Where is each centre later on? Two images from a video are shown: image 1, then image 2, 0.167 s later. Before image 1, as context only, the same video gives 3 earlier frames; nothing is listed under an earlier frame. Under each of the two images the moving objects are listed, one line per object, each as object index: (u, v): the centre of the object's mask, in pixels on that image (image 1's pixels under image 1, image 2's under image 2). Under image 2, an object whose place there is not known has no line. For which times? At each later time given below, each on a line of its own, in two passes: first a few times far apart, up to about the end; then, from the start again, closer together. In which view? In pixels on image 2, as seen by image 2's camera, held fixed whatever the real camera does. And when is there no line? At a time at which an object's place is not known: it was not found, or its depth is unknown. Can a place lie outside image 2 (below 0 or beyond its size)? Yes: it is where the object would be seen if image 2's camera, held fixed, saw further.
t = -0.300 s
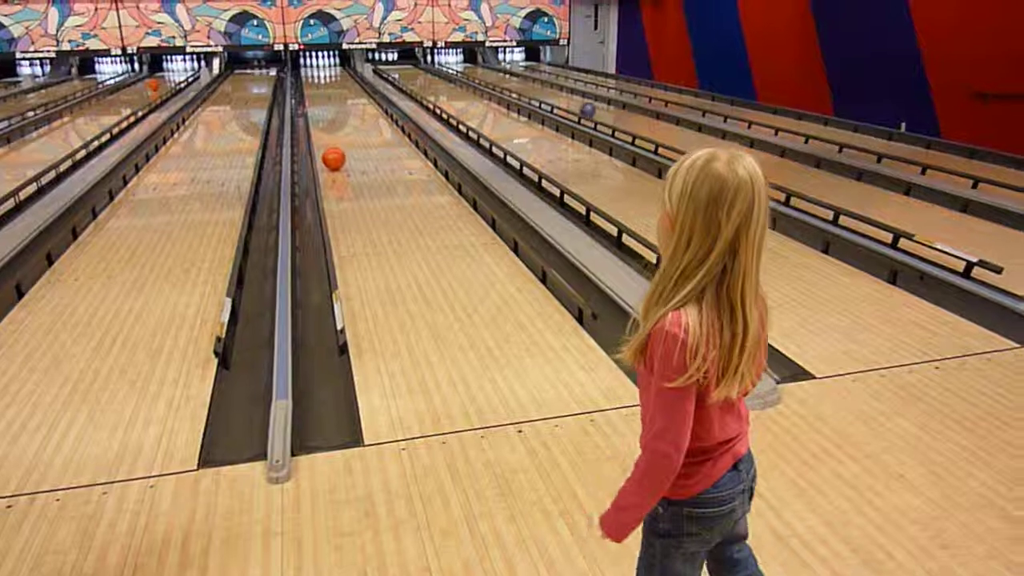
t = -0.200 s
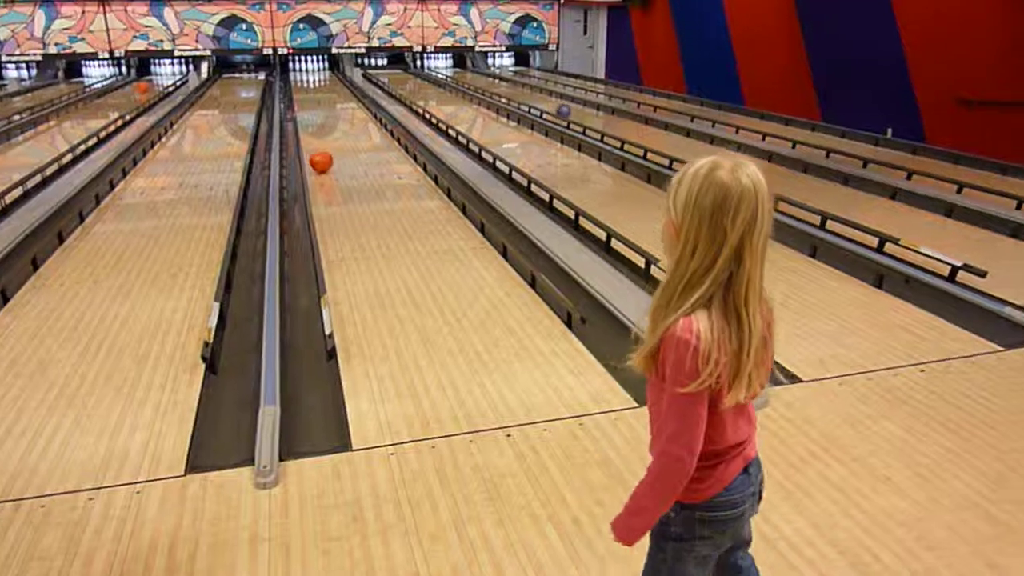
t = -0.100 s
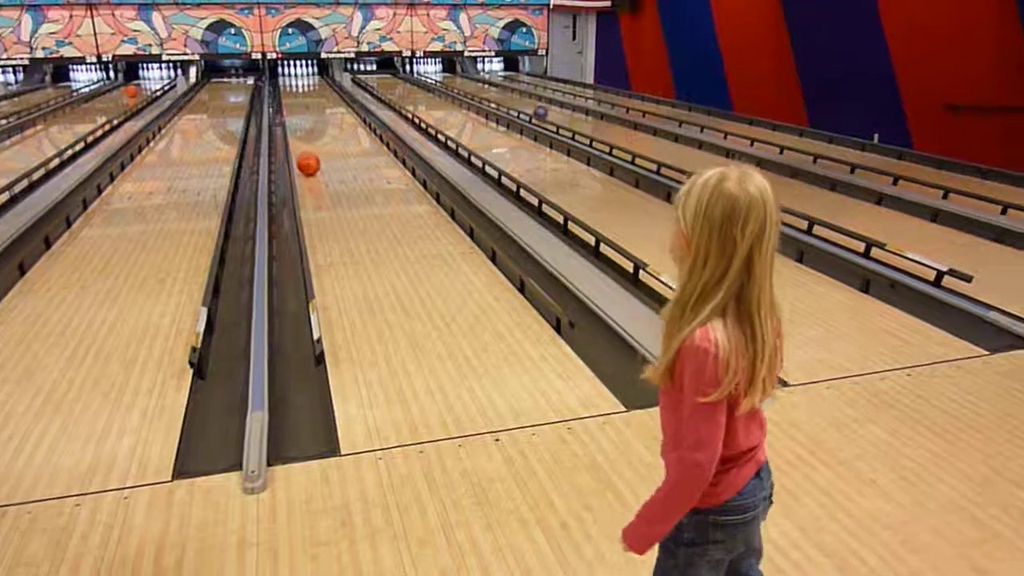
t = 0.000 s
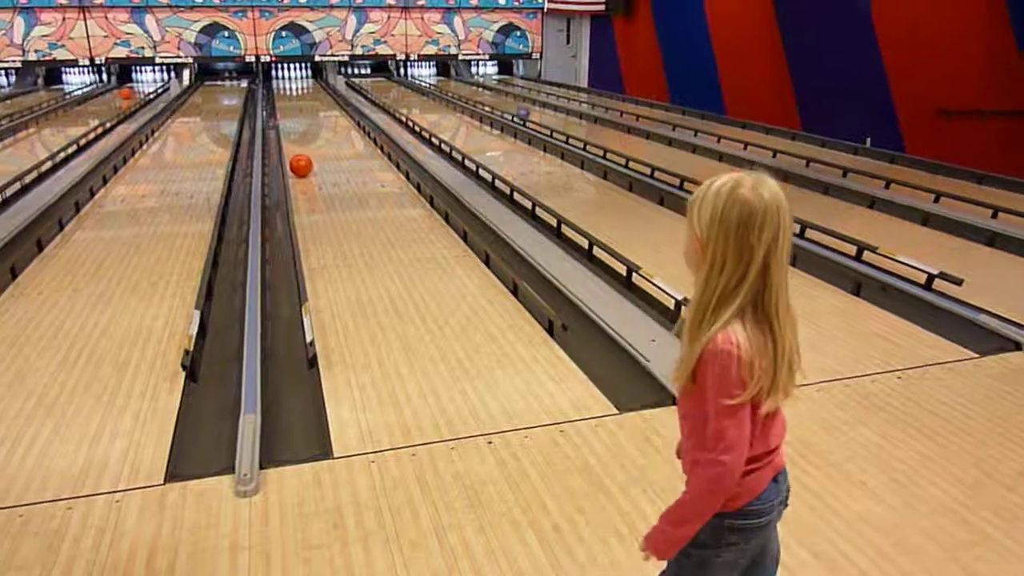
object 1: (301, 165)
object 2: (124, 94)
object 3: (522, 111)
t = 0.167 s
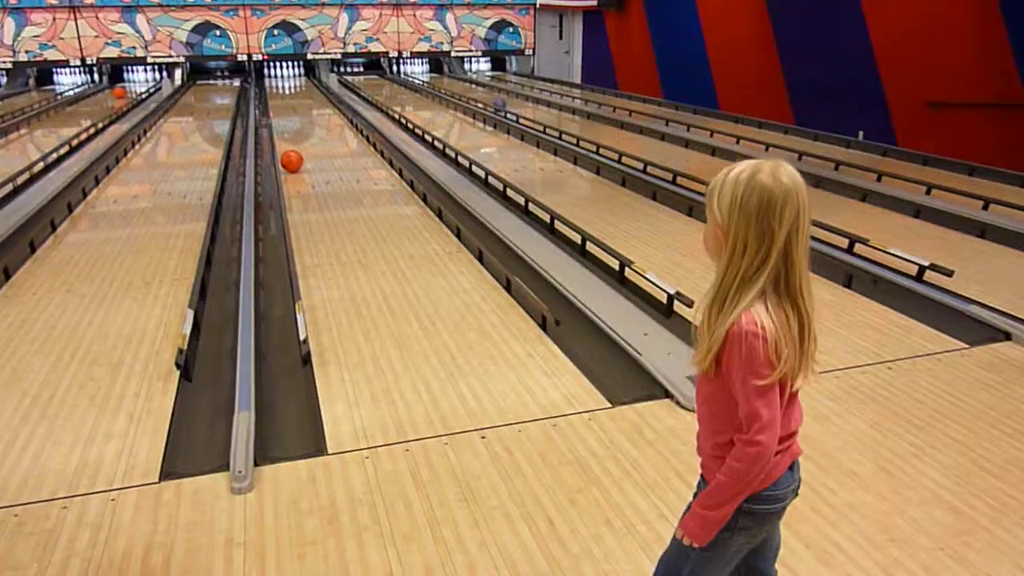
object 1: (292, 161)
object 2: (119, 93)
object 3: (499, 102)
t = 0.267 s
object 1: (291, 159)
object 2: (120, 93)
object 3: (493, 100)
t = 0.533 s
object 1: (288, 155)
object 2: (122, 91)
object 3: (478, 95)
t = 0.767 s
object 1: (288, 151)
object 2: (124, 90)
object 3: (468, 90)
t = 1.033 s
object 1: (289, 148)
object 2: (127, 87)
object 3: (456, 86)
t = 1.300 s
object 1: (289, 145)
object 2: (129, 87)
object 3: (447, 83)
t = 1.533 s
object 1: (289, 142)
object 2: (130, 86)
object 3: (439, 80)
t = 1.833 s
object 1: (290, 139)
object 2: (132, 85)
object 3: (433, 78)
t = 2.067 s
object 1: (290, 136)
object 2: (134, 83)
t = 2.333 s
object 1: (289, 133)
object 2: (136, 82)
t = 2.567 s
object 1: (289, 130)
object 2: (137, 81)
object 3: (416, 72)
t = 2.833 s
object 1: (290, 128)
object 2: (138, 80)
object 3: (410, 72)
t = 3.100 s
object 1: (290, 126)
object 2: (140, 80)
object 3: (406, 70)
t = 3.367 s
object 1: (290, 124)
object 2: (140, 79)
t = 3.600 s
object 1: (290, 122)
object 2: (141, 78)
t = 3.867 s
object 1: (290, 120)
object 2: (141, 78)
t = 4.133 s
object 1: (290, 117)
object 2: (141, 77)
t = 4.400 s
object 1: (289, 116)
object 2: (142, 77)
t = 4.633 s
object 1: (289, 114)
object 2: (142, 77)
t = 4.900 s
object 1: (289, 113)
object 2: (142, 77)
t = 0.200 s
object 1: (291, 160)
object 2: (119, 93)
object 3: (498, 102)
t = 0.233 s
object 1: (291, 160)
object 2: (119, 93)
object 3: (496, 101)
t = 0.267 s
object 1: (291, 159)
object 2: (120, 93)
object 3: (493, 100)
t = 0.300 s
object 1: (290, 159)
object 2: (120, 93)
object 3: (490, 100)
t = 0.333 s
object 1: (289, 158)
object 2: (120, 92)
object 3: (489, 100)
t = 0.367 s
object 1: (289, 158)
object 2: (120, 92)
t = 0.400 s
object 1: (288, 157)
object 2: (121, 92)
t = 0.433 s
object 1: (288, 157)
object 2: (121, 91)
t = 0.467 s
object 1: (288, 156)
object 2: (122, 91)
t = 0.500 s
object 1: (288, 156)
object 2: (122, 91)
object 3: (479, 95)
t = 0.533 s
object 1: (288, 155)
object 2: (122, 91)
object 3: (478, 95)
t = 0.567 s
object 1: (288, 154)
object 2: (122, 91)
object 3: (476, 93)
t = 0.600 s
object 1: (288, 154)
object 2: (122, 91)
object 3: (476, 93)
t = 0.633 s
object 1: (288, 153)
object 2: (122, 91)
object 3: (474, 92)
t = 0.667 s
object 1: (288, 153)
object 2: (124, 90)
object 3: (471, 91)
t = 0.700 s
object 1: (288, 152)
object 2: (124, 90)
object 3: (470, 91)
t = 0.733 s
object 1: (288, 152)
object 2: (124, 90)
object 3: (469, 90)
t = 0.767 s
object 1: (288, 151)
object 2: (124, 90)
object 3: (468, 90)
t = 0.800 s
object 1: (288, 150)
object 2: (124, 90)
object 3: (465, 89)
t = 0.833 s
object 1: (289, 151)
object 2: (126, 89)
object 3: (464, 89)
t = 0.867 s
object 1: (289, 150)
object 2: (125, 89)
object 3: (463, 89)
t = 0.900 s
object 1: (289, 150)
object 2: (127, 88)
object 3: (461, 89)
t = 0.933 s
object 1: (289, 150)
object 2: (127, 88)
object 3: (460, 89)
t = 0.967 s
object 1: (289, 149)
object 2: (127, 88)
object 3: (459, 88)
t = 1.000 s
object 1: (289, 148)
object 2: (127, 87)
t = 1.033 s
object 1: (289, 148)
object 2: (127, 87)
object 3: (456, 86)
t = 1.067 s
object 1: (289, 148)
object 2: (128, 88)
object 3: (455, 86)
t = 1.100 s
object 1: (289, 148)
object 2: (128, 87)
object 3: (454, 85)
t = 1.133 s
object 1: (289, 147)
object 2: (128, 87)
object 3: (453, 85)
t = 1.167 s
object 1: (289, 147)
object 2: (128, 87)
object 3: (450, 85)
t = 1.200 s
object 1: (289, 146)
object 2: (128, 87)
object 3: (450, 85)
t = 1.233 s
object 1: (289, 145)
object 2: (129, 87)
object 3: (449, 85)
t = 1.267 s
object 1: (289, 145)
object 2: (129, 87)
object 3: (448, 83)
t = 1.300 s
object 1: (289, 145)
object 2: (129, 87)
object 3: (447, 83)
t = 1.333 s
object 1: (289, 144)
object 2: (129, 87)
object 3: (446, 83)
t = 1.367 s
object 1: (289, 144)
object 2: (129, 87)
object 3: (446, 83)
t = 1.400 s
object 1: (289, 143)
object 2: (129, 87)
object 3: (445, 82)
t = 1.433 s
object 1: (289, 143)
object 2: (129, 86)
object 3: (444, 81)
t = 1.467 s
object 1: (289, 142)
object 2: (130, 86)
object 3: (442, 81)
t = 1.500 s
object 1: (289, 142)
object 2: (130, 86)
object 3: (441, 80)
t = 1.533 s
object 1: (289, 142)
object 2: (130, 86)
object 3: (439, 80)
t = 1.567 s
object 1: (289, 141)
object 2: (130, 86)
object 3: (438, 80)
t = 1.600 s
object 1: (289, 141)
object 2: (130, 86)
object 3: (438, 80)
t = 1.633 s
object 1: (290, 140)
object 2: (130, 85)
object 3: (437, 80)
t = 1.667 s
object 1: (290, 140)
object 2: (131, 85)
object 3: (437, 80)
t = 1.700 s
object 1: (289, 140)
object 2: (131, 85)
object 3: (434, 79)
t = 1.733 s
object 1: (289, 139)
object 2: (132, 85)
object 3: (433, 79)
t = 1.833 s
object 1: (290, 139)
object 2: (132, 85)
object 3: (433, 78)
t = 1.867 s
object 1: (289, 138)
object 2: (132, 84)
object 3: (432, 79)
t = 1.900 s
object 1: (289, 137)
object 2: (133, 84)
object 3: (431, 78)
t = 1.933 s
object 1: (289, 137)
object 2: (133, 84)
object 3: (431, 79)
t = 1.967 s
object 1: (289, 137)
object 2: (133, 84)
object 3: (430, 78)
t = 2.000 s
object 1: (289, 136)
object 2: (133, 84)
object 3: (427, 78)
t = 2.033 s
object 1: (289, 136)
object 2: (133, 83)
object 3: (426, 78)
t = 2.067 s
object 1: (290, 136)
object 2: (134, 83)
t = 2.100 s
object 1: (289, 135)
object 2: (134, 83)
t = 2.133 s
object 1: (289, 135)
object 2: (135, 83)
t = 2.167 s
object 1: (289, 135)
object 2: (135, 83)
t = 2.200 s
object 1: (289, 135)
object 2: (136, 83)
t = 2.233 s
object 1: (289, 134)
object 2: (136, 82)
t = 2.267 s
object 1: (289, 134)
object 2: (136, 82)
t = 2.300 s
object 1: (289, 133)
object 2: (136, 82)
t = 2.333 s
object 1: (289, 133)
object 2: (136, 82)
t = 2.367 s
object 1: (289, 133)
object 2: (136, 82)
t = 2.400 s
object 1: (289, 133)
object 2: (137, 81)
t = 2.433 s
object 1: (289, 132)
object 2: (137, 81)
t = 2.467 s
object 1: (289, 132)
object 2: (137, 81)
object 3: (418, 72)
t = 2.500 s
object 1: (289, 132)
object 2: (137, 81)
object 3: (418, 72)
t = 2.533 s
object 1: (289, 131)
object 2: (137, 81)
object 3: (417, 72)
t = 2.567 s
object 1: (289, 130)
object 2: (137, 81)
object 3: (416, 72)
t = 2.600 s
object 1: (290, 131)
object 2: (138, 81)
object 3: (415, 72)
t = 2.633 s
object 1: (290, 130)
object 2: (138, 81)
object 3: (415, 73)
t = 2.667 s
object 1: (290, 130)
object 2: (138, 81)
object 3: (415, 73)
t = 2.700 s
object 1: (290, 130)
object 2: (138, 81)
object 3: (414, 72)
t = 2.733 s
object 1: (290, 130)
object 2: (138, 81)
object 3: (413, 72)
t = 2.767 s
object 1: (290, 129)
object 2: (138, 81)
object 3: (412, 72)
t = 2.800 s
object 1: (290, 129)
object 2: (138, 81)
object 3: (410, 73)
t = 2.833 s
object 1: (290, 128)
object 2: (138, 80)
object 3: (410, 72)
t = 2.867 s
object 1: (290, 128)
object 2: (139, 81)
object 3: (409, 71)
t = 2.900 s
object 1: (290, 128)
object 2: (139, 80)
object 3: (408, 71)
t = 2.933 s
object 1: (290, 127)
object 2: (139, 81)
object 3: (408, 71)
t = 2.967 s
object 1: (290, 127)
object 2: (139, 81)
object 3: (410, 71)
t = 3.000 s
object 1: (290, 127)
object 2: (139, 81)
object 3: (408, 71)
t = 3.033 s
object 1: (290, 126)
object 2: (139, 80)
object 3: (407, 70)
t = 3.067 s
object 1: (290, 126)
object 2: (140, 80)
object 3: (406, 70)
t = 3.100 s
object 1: (290, 126)
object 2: (140, 80)
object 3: (406, 70)
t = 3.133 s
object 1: (290, 126)
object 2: (140, 80)
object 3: (406, 69)
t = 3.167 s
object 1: (290, 126)
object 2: (140, 80)
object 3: (405, 69)
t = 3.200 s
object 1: (290, 125)
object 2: (140, 80)
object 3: (406, 70)
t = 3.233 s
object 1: (290, 125)
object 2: (140, 80)
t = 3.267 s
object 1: (290, 125)
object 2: (140, 79)
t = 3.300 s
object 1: (290, 124)
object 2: (140, 79)
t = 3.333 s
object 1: (290, 124)
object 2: (140, 80)
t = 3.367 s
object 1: (290, 124)
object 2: (140, 79)
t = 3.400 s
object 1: (290, 123)
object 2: (140, 79)
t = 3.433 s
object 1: (290, 123)
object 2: (140, 79)
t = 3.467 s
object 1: (290, 123)
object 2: (140, 79)
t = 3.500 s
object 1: (290, 122)
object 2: (140, 79)
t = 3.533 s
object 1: (290, 123)
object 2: (140, 79)
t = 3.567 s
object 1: (290, 122)
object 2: (140, 79)
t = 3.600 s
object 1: (290, 122)
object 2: (141, 78)
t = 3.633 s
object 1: (290, 122)
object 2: (140, 78)
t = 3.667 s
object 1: (290, 121)
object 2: (141, 78)
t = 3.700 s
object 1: (290, 121)
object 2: (141, 78)
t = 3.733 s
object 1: (290, 121)
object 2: (141, 78)
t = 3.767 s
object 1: (290, 121)
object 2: (141, 78)
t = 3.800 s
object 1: (290, 121)
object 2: (141, 78)
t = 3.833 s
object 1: (290, 120)
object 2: (141, 78)
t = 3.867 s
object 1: (290, 120)
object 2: (141, 78)
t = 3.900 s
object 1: (290, 120)
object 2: (141, 78)
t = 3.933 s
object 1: (290, 120)
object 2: (141, 78)
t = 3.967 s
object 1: (290, 119)
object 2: (141, 78)
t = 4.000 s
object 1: (290, 119)
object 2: (141, 78)
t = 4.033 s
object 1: (290, 119)
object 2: (141, 77)
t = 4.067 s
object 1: (290, 119)
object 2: (141, 78)
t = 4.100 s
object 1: (290, 118)
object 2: (141, 78)
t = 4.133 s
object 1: (290, 117)
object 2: (141, 77)
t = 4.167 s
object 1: (289, 117)
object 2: (141, 77)
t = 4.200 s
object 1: (289, 117)
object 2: (141, 77)
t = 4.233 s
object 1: (290, 117)
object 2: (141, 77)
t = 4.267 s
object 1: (290, 117)
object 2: (141, 77)
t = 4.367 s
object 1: (289, 116)
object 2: (142, 77)
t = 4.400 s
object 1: (289, 116)
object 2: (142, 77)
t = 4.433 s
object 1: (289, 115)
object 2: (142, 77)
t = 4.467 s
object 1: (289, 115)
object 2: (142, 77)
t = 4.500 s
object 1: (289, 114)
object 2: (142, 77)
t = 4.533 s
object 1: (289, 114)
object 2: (142, 77)
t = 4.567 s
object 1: (289, 114)
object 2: (142, 77)
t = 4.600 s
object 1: (289, 114)
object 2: (142, 77)
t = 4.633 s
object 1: (289, 114)
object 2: (142, 77)
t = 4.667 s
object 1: (289, 113)
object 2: (142, 77)
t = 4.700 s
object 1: (289, 113)
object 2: (142, 77)
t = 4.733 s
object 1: (289, 113)
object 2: (142, 77)
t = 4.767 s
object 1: (289, 113)
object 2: (142, 77)
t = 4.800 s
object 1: (289, 113)
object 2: (142, 77)
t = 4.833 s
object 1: (289, 113)
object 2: (142, 77)
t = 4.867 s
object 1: (289, 113)
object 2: (142, 77)
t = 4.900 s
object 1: (289, 113)
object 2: (142, 77)
